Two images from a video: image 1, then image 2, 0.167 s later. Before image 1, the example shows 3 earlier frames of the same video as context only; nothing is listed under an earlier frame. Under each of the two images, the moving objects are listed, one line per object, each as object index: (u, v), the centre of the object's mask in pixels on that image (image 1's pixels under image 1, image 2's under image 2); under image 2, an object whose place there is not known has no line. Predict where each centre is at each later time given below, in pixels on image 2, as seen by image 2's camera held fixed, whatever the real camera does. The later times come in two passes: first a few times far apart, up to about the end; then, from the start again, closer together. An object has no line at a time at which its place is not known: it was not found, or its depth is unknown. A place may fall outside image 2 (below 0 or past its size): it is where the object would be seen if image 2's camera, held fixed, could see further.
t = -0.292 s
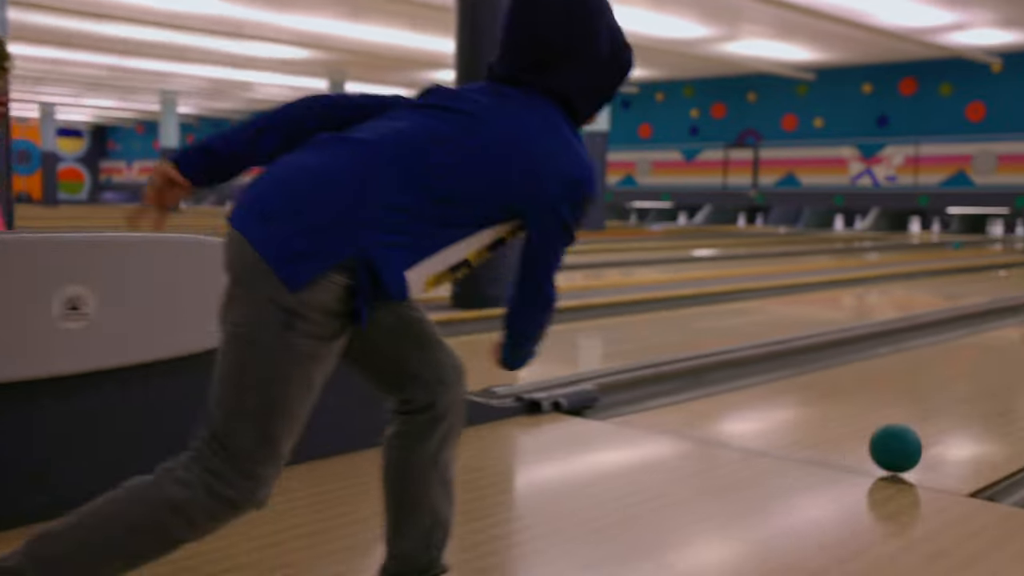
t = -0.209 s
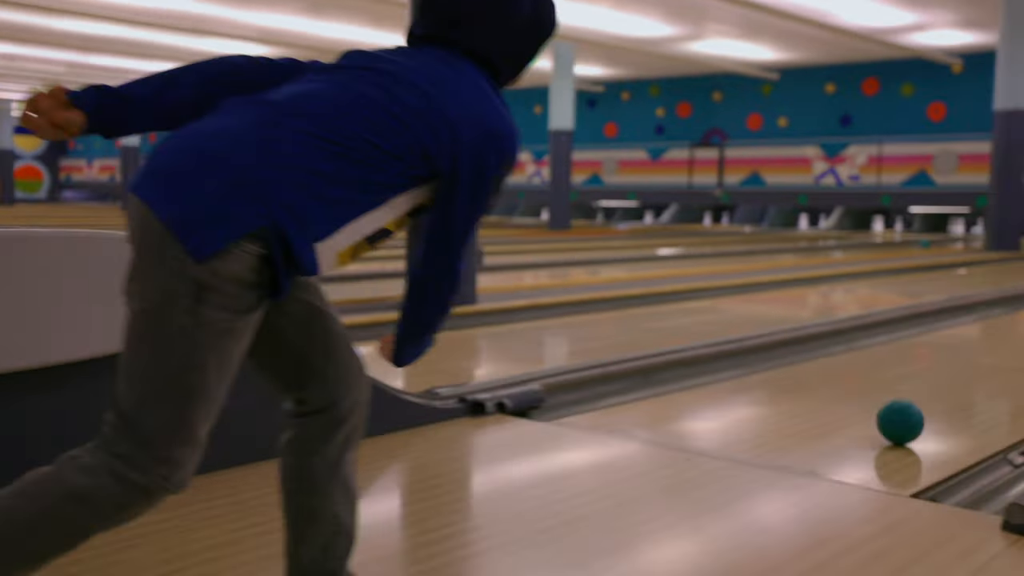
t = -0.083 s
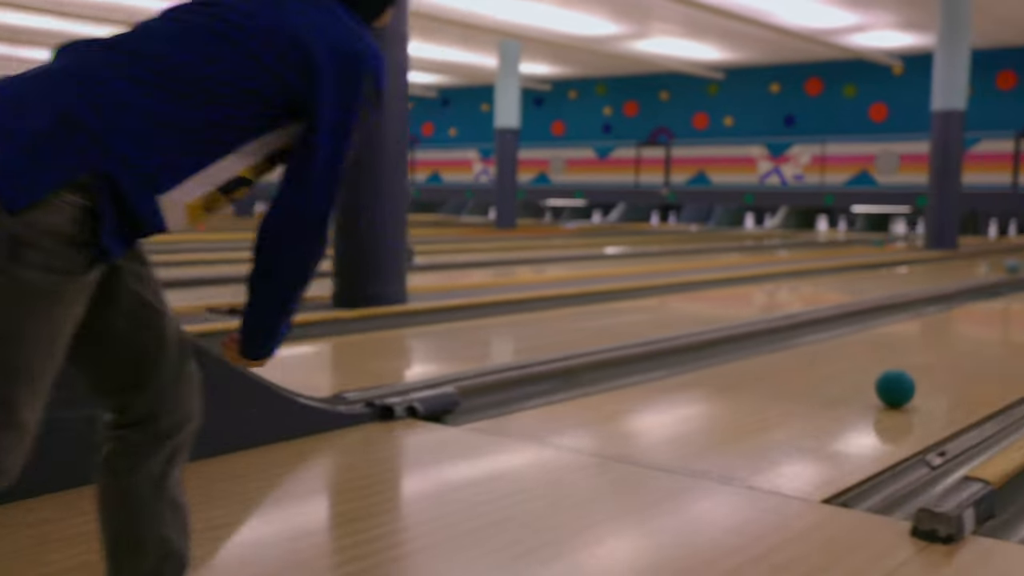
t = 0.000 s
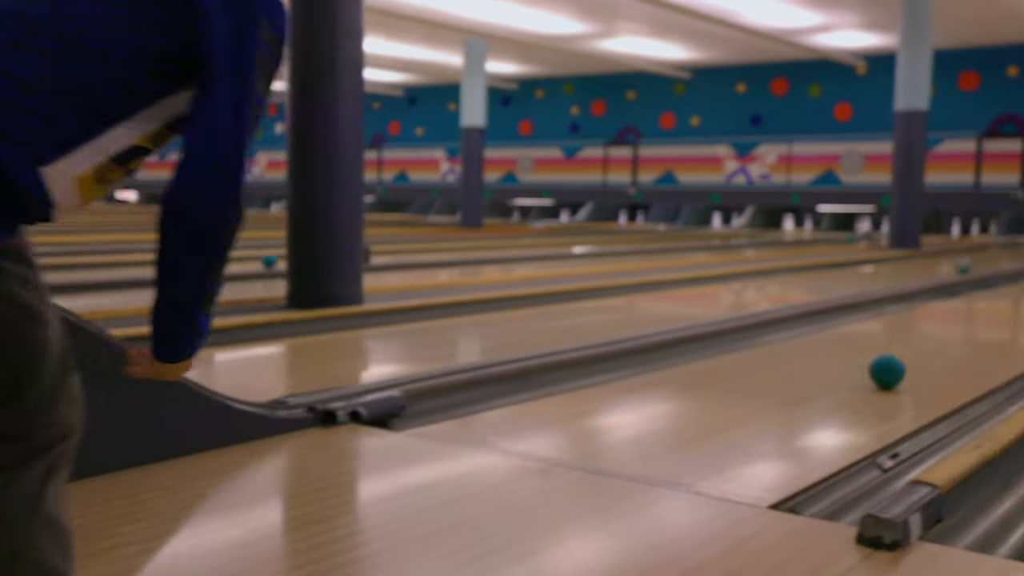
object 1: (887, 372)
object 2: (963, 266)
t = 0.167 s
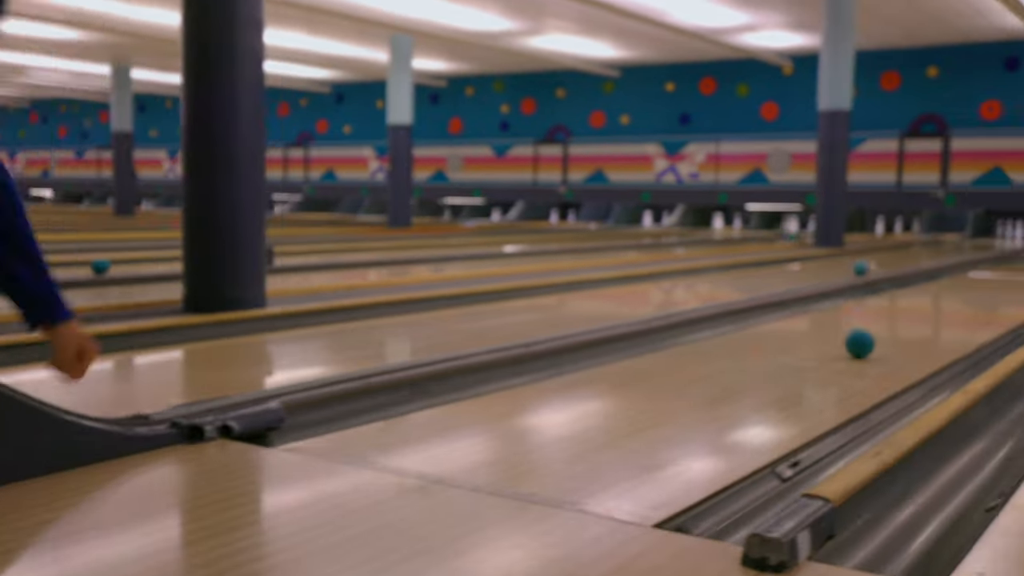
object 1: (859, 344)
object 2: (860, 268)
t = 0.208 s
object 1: (871, 338)
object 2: (853, 270)
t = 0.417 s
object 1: (937, 308)
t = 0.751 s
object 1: (1088, 253)
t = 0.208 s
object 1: (871, 338)
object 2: (853, 270)
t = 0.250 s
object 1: (882, 333)
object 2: (845, 271)
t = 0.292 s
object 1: (896, 327)
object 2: (835, 273)
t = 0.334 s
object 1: (907, 322)
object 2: (823, 277)
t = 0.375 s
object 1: (920, 316)
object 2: (806, 278)
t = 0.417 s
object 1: (937, 308)
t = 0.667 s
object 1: (1068, 260)
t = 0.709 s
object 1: (1080, 256)
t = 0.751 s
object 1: (1088, 253)
